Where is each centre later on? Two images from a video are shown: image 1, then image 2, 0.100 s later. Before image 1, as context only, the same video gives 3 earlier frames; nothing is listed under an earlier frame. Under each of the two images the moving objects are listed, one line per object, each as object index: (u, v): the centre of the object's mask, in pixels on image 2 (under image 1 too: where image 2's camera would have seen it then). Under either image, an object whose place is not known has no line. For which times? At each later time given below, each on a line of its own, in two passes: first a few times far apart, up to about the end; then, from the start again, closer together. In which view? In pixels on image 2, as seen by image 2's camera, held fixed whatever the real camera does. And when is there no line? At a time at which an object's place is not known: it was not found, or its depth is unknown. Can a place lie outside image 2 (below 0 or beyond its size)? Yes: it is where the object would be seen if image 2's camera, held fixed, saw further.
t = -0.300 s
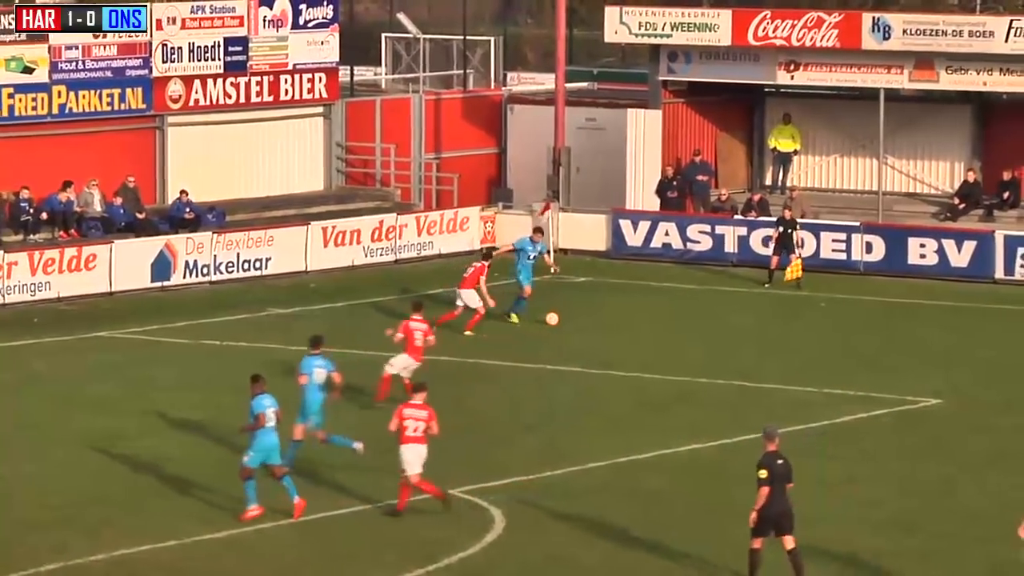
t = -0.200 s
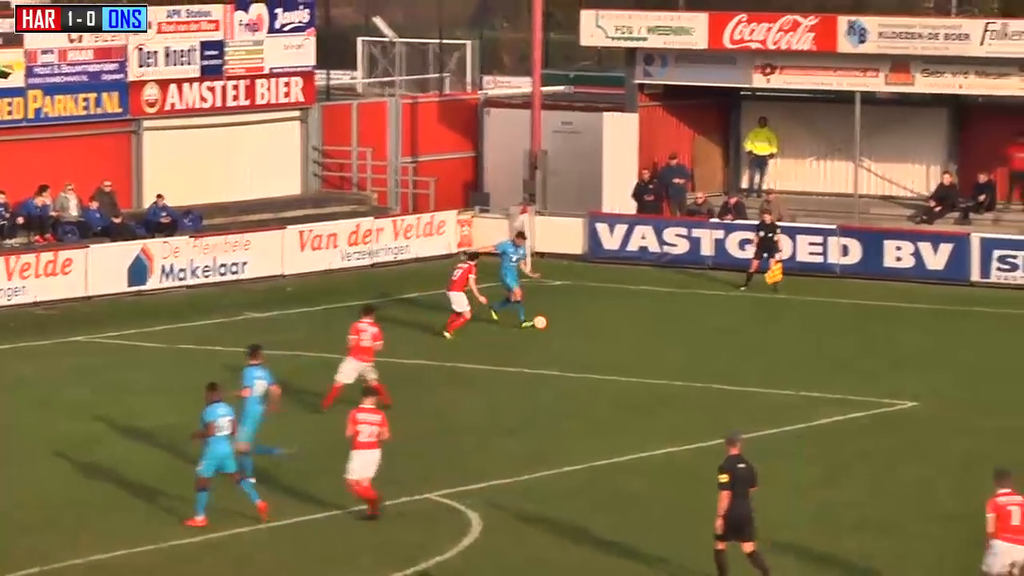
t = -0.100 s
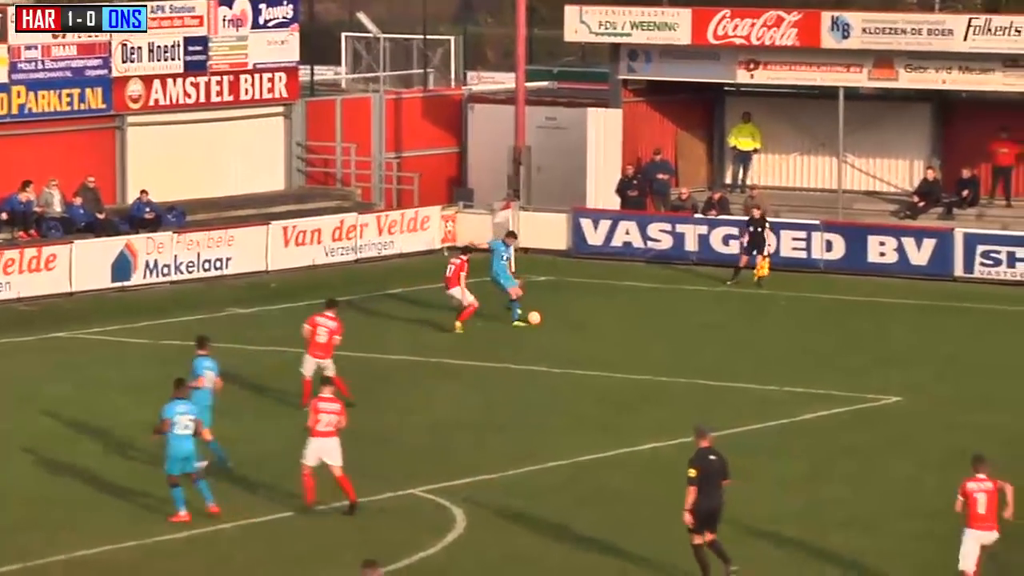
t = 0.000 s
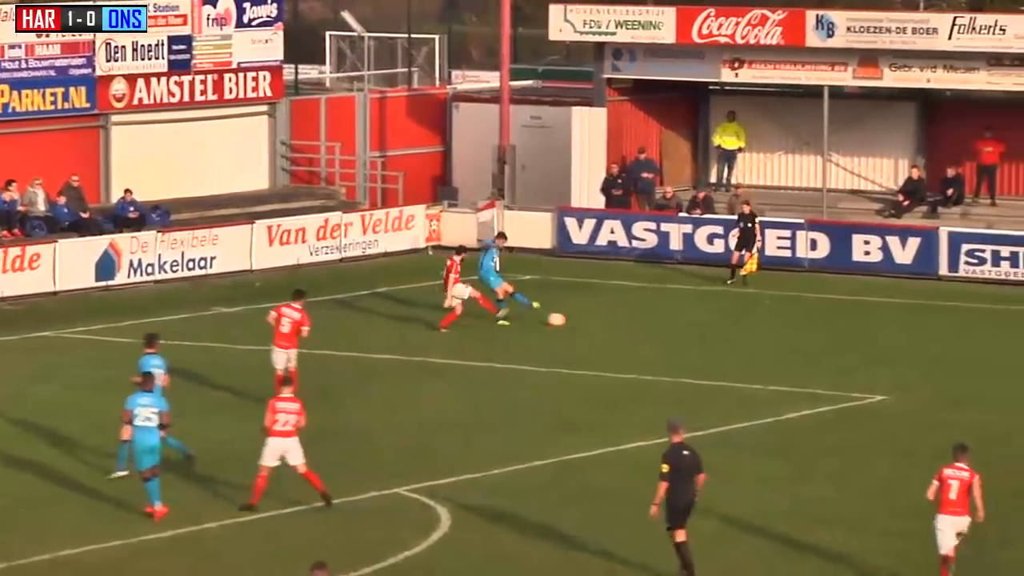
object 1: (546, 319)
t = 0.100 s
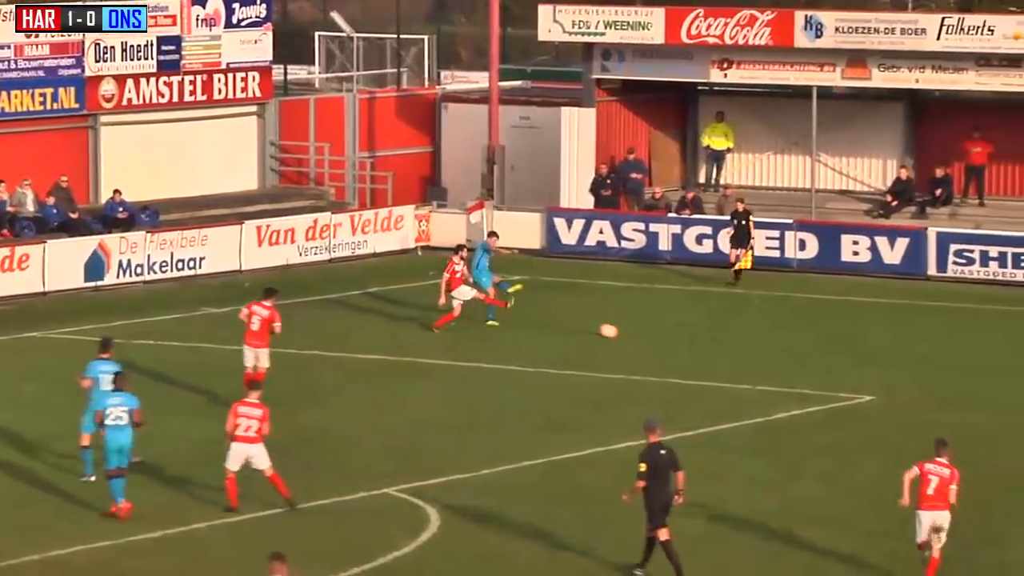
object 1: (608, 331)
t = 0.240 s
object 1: (688, 336)
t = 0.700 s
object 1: (915, 385)
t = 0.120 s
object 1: (621, 334)
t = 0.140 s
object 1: (632, 334)
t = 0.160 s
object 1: (644, 333)
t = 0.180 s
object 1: (655, 334)
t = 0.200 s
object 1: (666, 334)
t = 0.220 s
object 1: (677, 335)
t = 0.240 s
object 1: (688, 336)
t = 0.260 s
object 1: (699, 338)
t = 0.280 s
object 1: (711, 340)
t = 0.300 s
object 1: (721, 342)
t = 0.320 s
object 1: (732, 344)
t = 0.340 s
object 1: (744, 347)
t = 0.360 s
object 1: (754, 351)
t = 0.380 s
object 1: (765, 355)
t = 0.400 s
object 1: (776, 359)
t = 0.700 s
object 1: (915, 385)
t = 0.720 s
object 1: (923, 385)
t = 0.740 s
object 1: (932, 384)
